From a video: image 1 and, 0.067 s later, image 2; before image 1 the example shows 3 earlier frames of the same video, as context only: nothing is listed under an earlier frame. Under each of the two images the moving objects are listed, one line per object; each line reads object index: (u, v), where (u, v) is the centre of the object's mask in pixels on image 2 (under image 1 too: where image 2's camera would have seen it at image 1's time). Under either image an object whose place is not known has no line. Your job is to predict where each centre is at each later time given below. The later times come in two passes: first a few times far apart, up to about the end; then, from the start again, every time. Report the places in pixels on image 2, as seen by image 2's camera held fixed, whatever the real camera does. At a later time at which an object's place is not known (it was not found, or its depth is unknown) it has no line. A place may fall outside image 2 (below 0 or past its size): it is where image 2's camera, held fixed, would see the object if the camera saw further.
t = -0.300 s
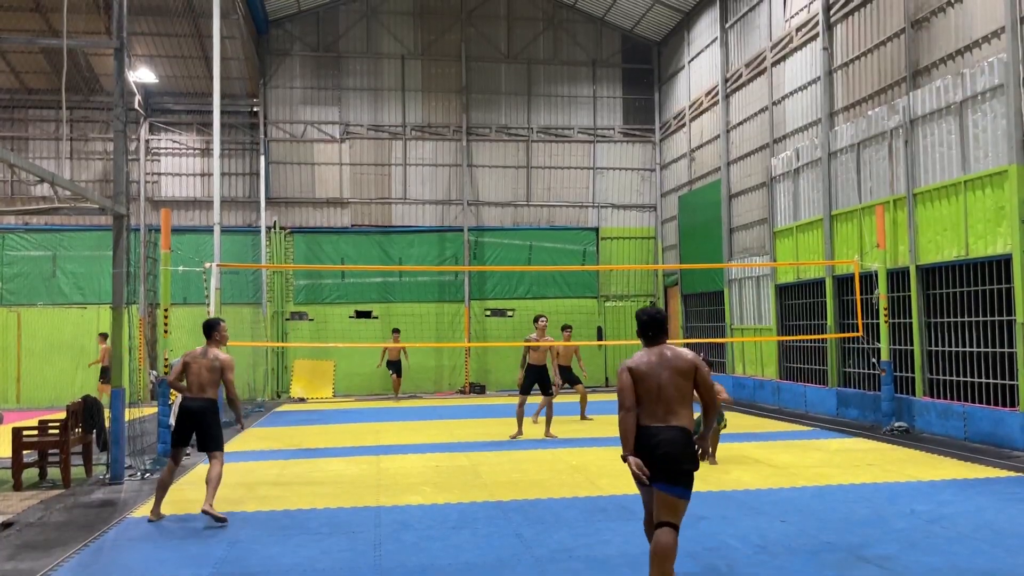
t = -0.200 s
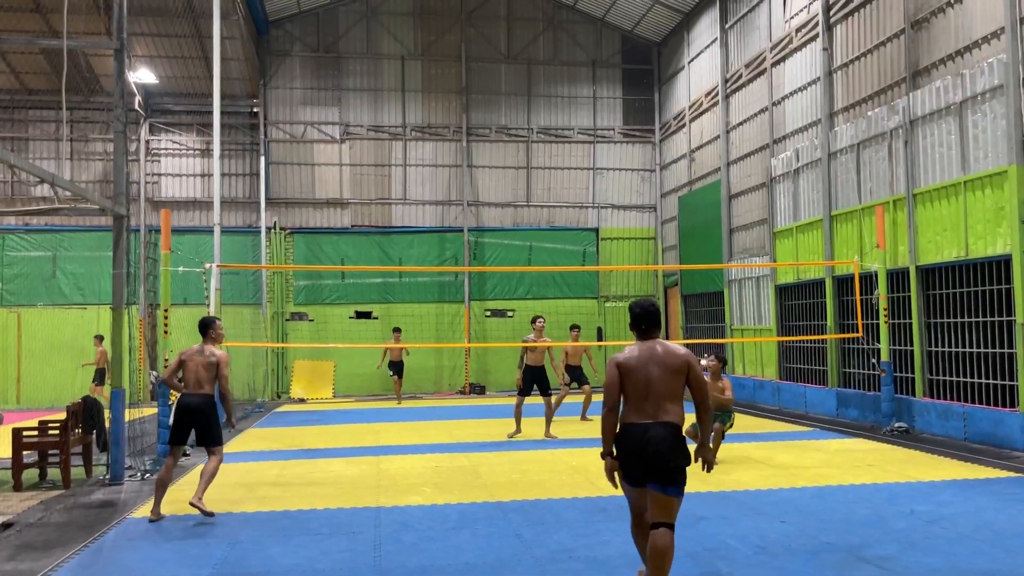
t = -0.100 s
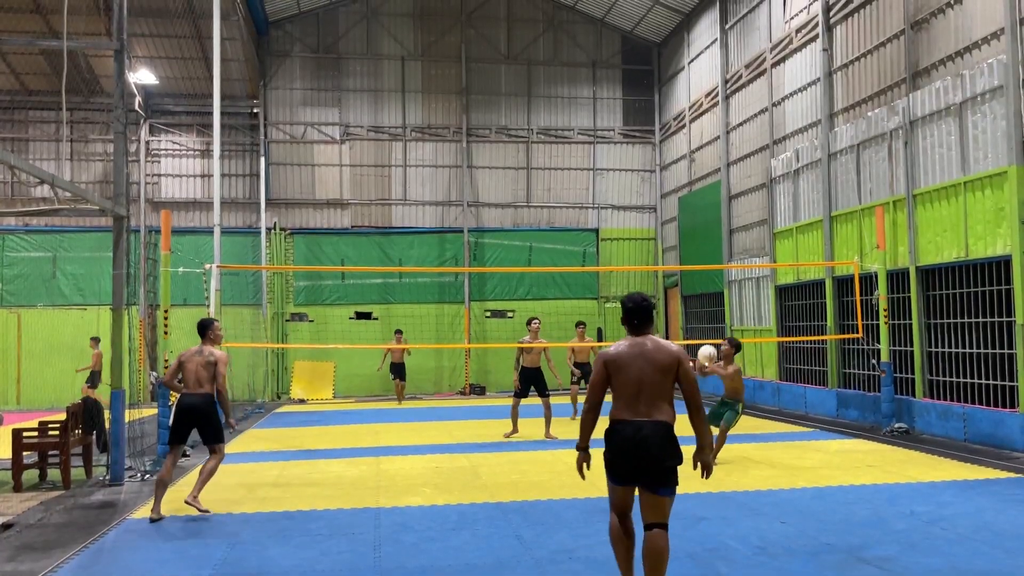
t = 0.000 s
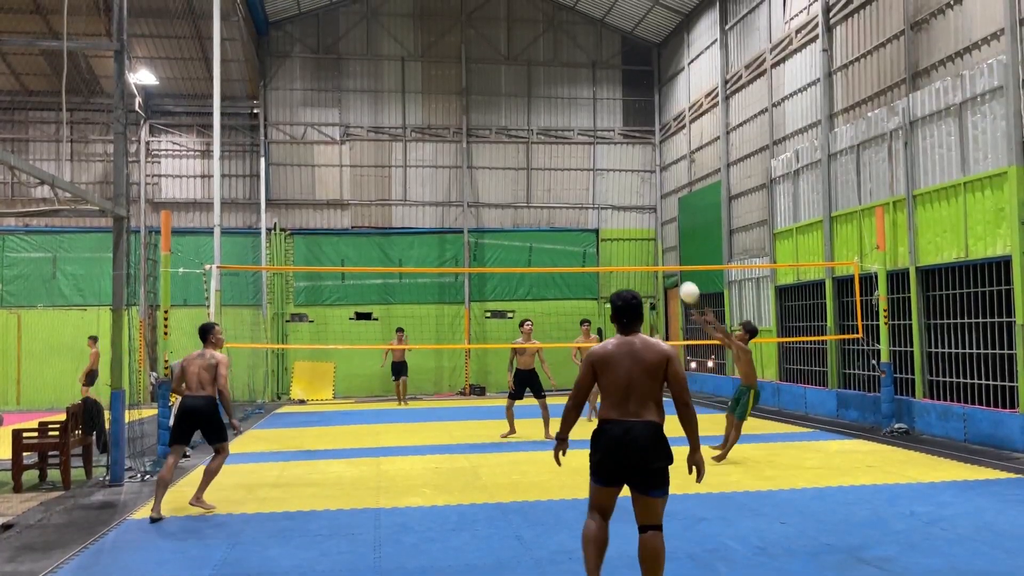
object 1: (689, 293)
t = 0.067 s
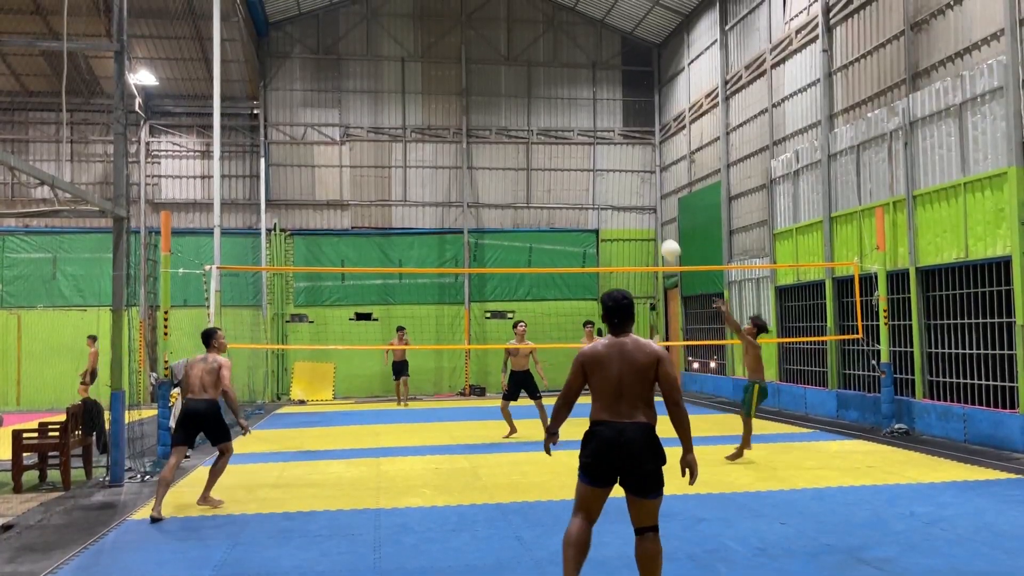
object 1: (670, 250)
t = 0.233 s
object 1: (628, 163)
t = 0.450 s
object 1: (577, 89)
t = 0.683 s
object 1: (527, 55)
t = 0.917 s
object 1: (479, 65)
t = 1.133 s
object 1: (437, 114)
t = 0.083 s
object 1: (666, 240)
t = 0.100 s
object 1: (661, 230)
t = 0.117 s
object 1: (657, 221)
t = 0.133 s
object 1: (653, 212)
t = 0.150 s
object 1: (649, 203)
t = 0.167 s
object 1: (645, 195)
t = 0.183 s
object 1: (640, 186)
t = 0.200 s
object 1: (636, 178)
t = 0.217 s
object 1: (632, 169)
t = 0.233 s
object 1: (628, 163)
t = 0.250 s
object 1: (624, 155)
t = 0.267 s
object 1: (620, 148)
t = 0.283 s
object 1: (616, 142)
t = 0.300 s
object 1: (612, 136)
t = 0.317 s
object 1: (608, 129)
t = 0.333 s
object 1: (604, 124)
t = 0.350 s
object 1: (600, 118)
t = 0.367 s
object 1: (597, 113)
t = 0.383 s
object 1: (592, 107)
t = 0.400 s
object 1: (588, 102)
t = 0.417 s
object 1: (585, 98)
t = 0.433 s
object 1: (581, 93)
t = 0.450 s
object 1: (577, 89)
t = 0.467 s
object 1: (573, 85)
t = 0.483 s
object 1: (570, 81)
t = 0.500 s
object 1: (566, 78)
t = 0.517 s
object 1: (562, 74)
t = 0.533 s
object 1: (559, 71)
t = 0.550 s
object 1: (555, 69)
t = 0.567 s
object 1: (552, 66)
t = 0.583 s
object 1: (548, 64)
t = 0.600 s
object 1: (544, 62)
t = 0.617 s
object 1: (541, 60)
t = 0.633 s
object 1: (537, 58)
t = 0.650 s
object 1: (534, 57)
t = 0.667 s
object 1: (530, 56)
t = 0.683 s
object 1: (527, 55)
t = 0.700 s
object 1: (523, 54)
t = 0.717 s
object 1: (520, 53)
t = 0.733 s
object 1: (516, 53)
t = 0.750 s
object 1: (513, 53)
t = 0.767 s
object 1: (509, 53)
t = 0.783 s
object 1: (506, 54)
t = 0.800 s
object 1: (502, 55)
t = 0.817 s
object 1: (499, 55)
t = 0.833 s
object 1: (496, 57)
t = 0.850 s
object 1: (492, 58)
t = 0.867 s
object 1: (489, 59)
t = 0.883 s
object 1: (485, 61)
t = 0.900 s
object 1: (482, 63)
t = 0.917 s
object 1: (479, 65)
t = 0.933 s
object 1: (475, 68)
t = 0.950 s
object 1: (472, 71)
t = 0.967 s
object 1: (469, 73)
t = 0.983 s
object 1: (465, 76)
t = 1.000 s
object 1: (462, 80)
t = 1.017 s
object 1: (459, 83)
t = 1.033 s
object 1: (456, 87)
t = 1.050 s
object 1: (452, 91)
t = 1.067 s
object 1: (449, 95)
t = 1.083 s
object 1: (446, 100)
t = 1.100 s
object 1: (443, 104)
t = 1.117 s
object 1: (440, 109)
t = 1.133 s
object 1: (437, 114)
